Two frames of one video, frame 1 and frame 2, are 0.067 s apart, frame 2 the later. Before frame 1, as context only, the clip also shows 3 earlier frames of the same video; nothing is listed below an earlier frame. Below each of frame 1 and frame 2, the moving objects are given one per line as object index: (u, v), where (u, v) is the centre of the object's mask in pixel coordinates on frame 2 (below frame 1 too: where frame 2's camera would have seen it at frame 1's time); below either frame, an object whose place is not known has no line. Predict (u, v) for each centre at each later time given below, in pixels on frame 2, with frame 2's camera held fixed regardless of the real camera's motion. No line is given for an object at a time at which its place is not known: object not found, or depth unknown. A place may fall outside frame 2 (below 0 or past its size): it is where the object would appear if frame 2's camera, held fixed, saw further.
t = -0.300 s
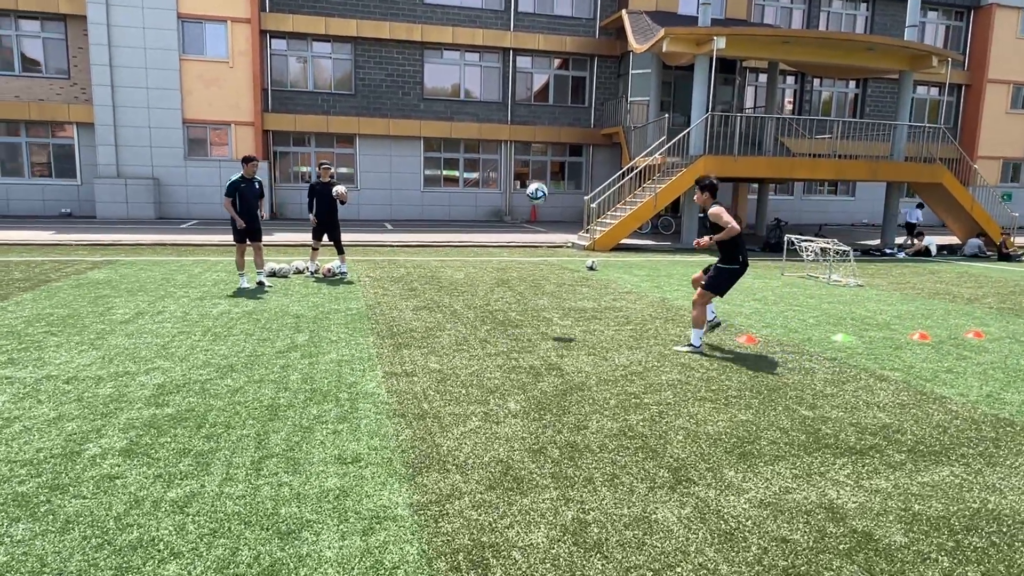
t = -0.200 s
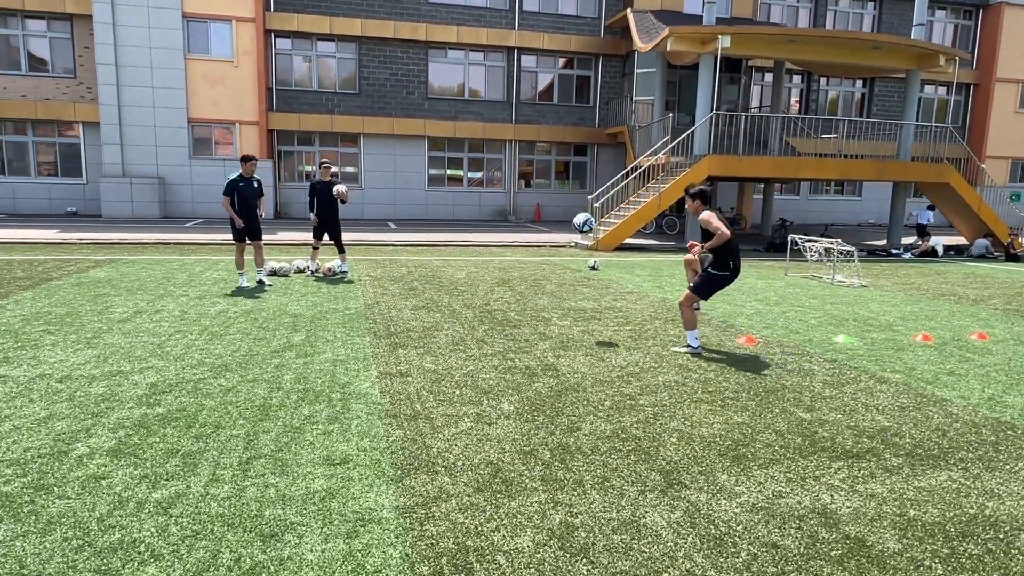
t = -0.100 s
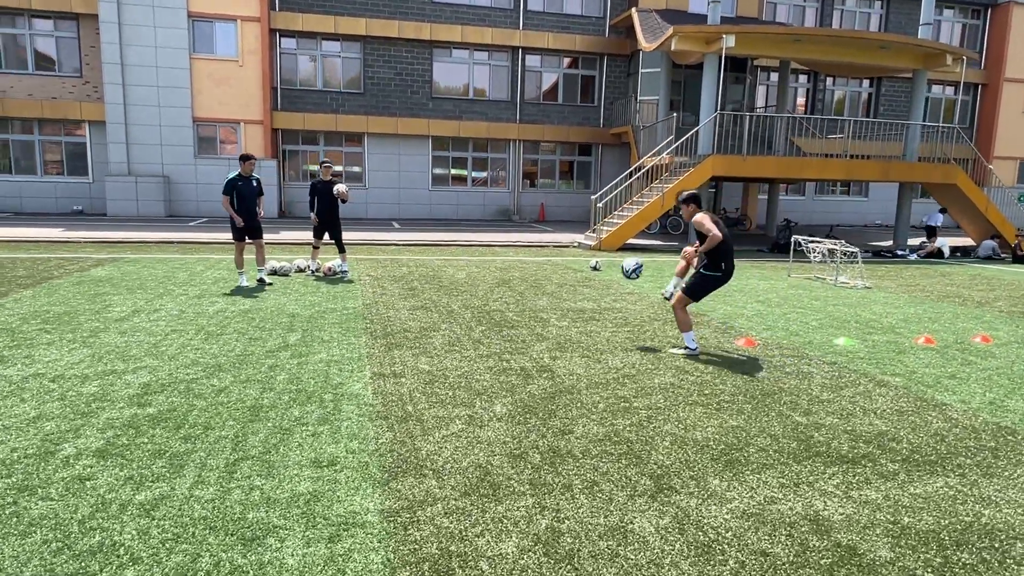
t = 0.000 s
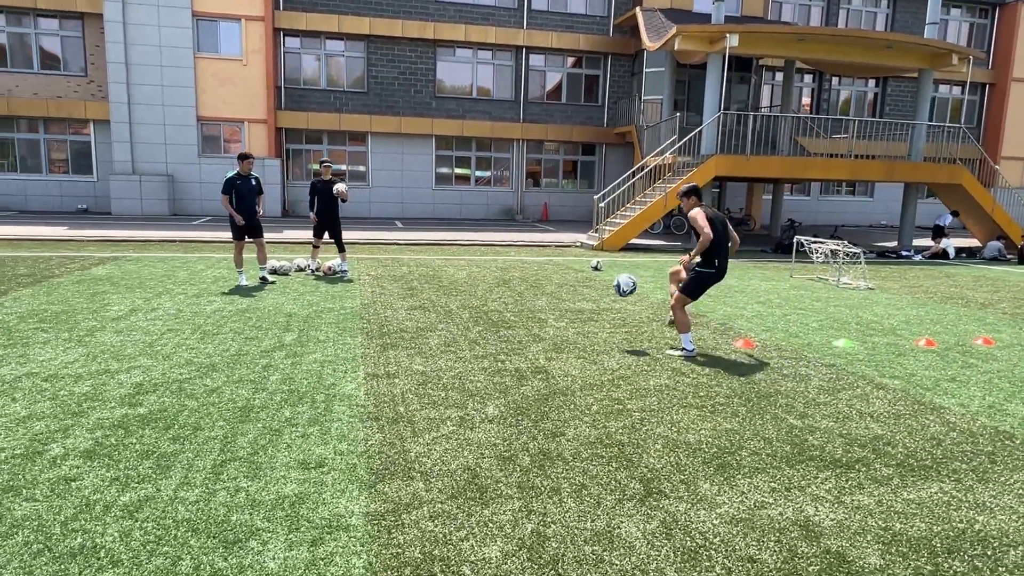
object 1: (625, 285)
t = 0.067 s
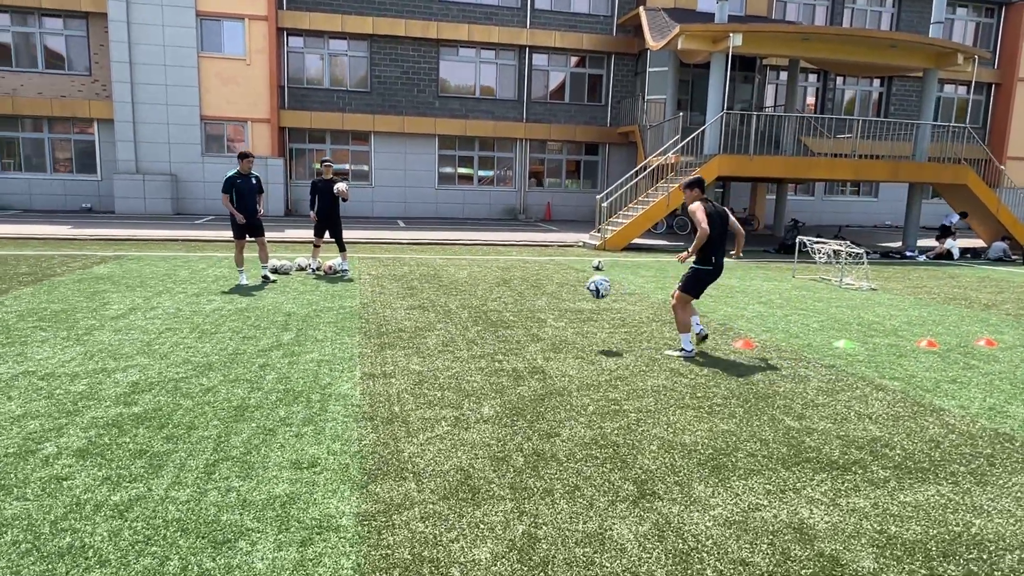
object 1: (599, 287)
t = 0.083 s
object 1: (592, 287)
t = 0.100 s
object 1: (586, 289)
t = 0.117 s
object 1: (579, 291)
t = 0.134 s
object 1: (573, 293)
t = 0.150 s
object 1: (566, 295)
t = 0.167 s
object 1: (559, 298)
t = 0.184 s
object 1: (553, 301)
